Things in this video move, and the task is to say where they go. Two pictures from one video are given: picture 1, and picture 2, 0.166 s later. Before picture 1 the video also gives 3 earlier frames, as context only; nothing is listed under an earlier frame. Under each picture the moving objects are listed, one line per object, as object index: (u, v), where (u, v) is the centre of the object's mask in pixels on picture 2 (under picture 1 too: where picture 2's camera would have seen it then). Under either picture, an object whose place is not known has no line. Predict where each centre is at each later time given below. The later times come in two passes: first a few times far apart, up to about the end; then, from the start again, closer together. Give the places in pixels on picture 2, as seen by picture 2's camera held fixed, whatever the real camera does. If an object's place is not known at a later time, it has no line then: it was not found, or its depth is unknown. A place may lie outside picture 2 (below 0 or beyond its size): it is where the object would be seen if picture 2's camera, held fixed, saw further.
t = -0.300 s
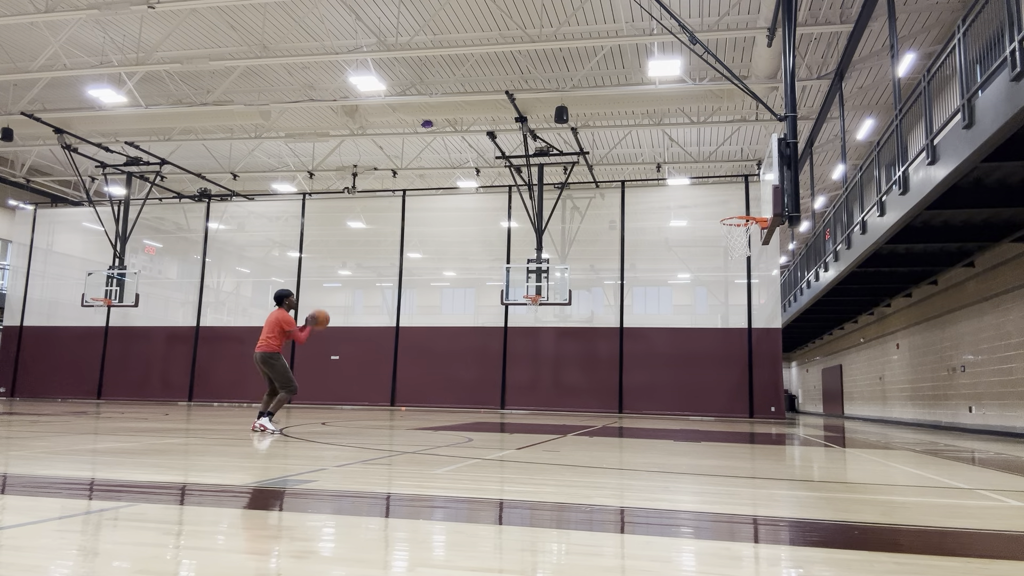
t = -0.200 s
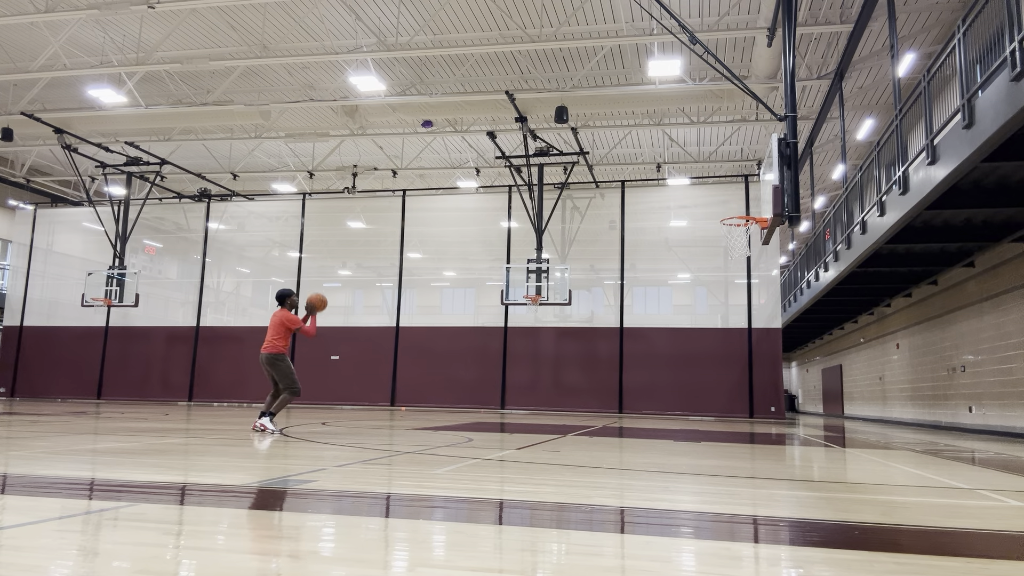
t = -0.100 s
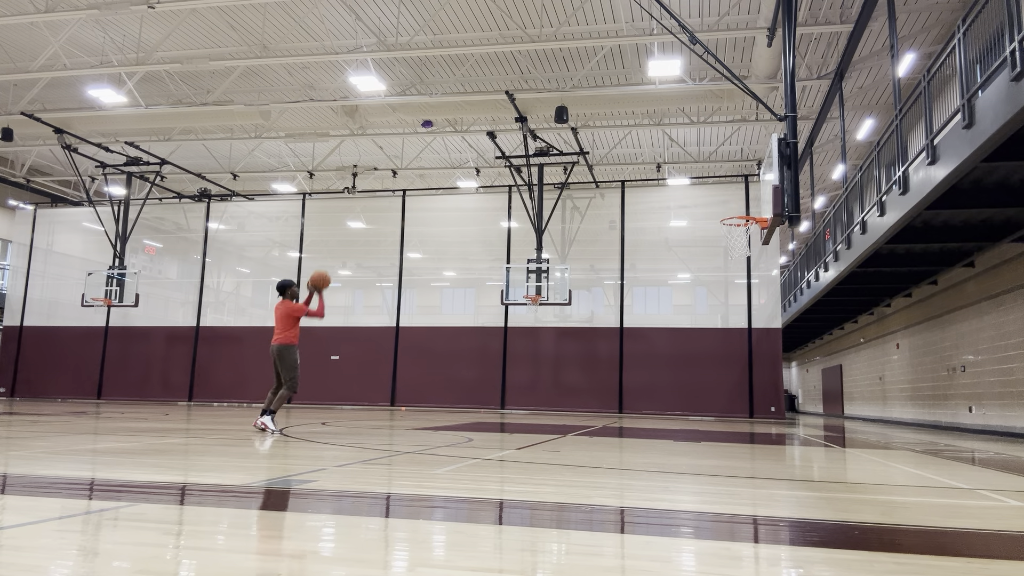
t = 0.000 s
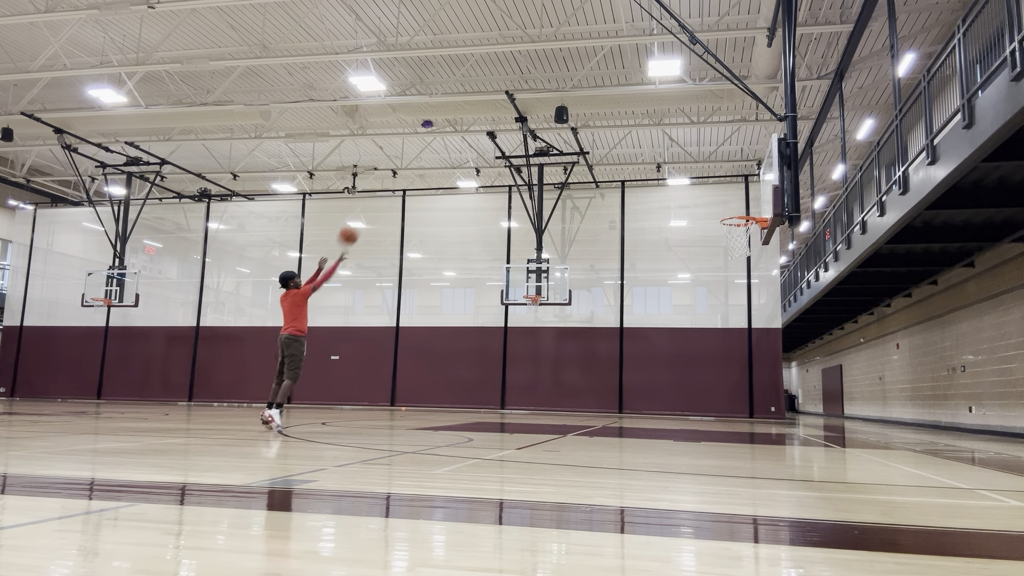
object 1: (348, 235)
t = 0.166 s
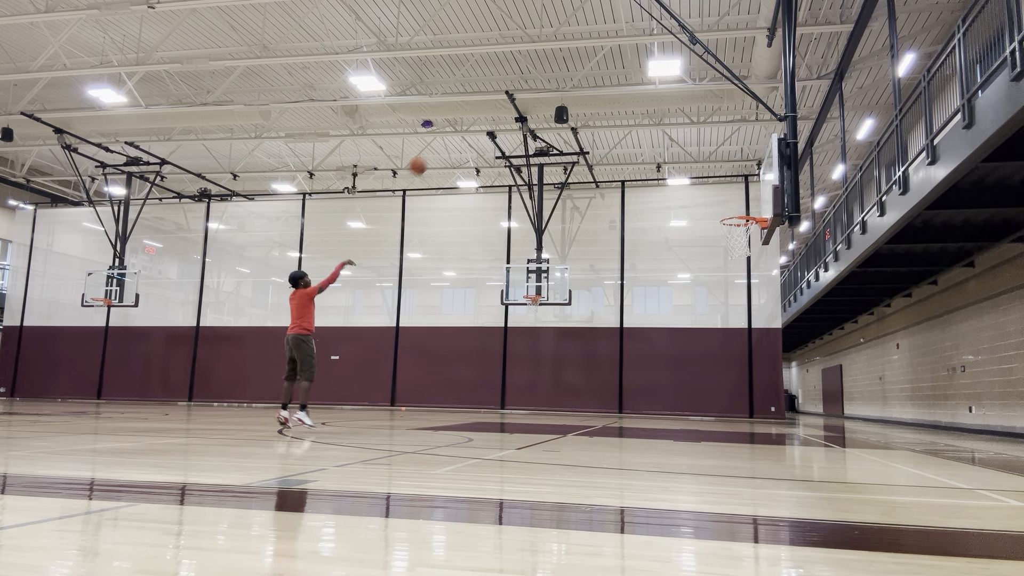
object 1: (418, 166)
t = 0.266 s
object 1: (455, 136)
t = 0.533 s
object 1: (544, 100)
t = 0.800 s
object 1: (623, 113)
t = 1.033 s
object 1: (688, 162)
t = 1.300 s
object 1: (752, 230)
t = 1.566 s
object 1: (743, 244)
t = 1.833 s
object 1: (724, 280)
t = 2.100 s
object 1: (706, 362)
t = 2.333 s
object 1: (694, 394)
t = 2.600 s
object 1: (687, 336)
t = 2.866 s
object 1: (679, 327)
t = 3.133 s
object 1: (673, 363)
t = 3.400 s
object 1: (667, 409)
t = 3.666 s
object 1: (661, 368)
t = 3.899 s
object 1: (655, 370)
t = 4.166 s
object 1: (649, 413)
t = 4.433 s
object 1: (643, 389)
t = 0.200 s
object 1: (431, 154)
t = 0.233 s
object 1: (443, 145)
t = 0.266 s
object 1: (455, 136)
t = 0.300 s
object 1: (467, 128)
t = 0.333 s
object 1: (478, 121)
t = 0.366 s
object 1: (490, 116)
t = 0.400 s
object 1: (501, 111)
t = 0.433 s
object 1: (512, 107)
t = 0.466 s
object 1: (523, 103)
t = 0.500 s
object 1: (534, 101)
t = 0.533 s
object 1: (544, 100)
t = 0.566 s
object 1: (554, 99)
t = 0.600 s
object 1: (565, 98)
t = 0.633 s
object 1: (575, 99)
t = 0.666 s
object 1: (586, 100)
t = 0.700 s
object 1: (595, 103)
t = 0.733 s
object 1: (605, 106)
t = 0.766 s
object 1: (614, 109)
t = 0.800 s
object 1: (623, 113)
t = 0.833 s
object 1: (634, 118)
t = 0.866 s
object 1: (643, 124)
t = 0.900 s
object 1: (651, 131)
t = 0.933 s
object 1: (661, 137)
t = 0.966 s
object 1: (670, 145)
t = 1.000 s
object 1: (679, 153)
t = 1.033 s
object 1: (688, 162)
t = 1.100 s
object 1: (705, 182)
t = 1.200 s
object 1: (731, 213)
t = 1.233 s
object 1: (739, 223)
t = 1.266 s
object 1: (746, 228)
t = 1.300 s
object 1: (752, 230)
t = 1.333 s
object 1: (754, 232)
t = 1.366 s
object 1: (753, 234)
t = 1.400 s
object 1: (752, 234)
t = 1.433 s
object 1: (751, 237)
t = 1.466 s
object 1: (749, 236)
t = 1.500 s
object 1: (747, 239)
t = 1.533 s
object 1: (745, 240)
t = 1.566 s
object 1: (743, 244)
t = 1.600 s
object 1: (740, 248)
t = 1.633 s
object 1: (738, 250)
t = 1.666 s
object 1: (735, 252)
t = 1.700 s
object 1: (733, 255)
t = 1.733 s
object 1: (730, 260)
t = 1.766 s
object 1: (728, 266)
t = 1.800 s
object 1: (726, 272)
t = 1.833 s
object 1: (724, 280)
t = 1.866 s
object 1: (721, 288)
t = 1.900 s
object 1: (719, 296)
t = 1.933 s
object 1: (717, 305)
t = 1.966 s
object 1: (715, 315)
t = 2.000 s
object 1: (712, 326)
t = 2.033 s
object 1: (710, 336)
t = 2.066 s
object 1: (708, 349)
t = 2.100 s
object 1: (706, 362)
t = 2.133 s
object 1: (704, 376)
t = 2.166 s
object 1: (702, 390)
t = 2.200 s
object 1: (701, 405)
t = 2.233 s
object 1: (699, 421)
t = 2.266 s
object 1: (697, 418)
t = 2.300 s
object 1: (696, 406)
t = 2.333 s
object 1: (694, 394)
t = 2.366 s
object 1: (693, 384)
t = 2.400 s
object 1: (692, 375)
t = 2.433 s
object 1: (691, 366)
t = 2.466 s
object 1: (690, 359)
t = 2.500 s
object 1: (689, 352)
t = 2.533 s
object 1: (688, 346)
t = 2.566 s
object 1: (687, 341)
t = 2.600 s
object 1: (687, 336)
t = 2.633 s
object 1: (685, 333)
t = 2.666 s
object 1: (684, 330)
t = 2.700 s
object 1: (684, 328)
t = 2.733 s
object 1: (683, 326)
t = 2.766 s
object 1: (682, 325)
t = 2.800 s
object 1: (681, 326)
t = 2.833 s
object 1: (680, 326)
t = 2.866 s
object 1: (679, 327)
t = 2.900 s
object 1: (679, 330)
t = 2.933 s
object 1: (678, 332)
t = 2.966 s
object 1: (677, 335)
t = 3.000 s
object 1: (676, 340)
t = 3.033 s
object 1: (675, 344)
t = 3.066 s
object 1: (674, 350)
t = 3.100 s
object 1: (674, 356)
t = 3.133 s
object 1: (673, 363)
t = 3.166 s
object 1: (672, 370)
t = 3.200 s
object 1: (671, 379)
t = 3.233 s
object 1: (671, 388)
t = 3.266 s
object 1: (670, 398)
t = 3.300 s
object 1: (670, 409)
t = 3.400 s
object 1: (667, 409)
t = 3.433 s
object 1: (666, 401)
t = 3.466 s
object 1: (665, 394)
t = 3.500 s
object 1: (665, 388)
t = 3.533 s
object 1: (664, 383)
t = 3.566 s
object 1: (663, 378)
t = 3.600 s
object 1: (662, 374)
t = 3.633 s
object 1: (661, 370)
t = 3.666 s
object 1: (661, 368)
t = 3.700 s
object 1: (660, 366)
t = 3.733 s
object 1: (659, 365)
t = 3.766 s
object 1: (658, 365)
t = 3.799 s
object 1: (657, 365)
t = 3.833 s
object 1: (657, 366)
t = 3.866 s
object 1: (656, 368)
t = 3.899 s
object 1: (655, 370)
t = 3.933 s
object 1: (654, 373)
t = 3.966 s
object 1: (653, 377)
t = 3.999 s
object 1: (653, 381)
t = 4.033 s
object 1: (652, 387)
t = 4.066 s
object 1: (651, 392)
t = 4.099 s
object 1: (651, 398)
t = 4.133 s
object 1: (650, 406)
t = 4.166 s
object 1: (649, 413)
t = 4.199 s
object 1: (649, 422)
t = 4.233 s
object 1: (648, 415)
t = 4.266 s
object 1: (647, 409)
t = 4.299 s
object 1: (646, 403)
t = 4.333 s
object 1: (646, 398)
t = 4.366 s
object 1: (645, 394)
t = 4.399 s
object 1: (644, 391)
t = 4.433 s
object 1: (643, 389)
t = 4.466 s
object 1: (643, 387)
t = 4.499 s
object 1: (642, 386)
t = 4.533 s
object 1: (642, 385)
